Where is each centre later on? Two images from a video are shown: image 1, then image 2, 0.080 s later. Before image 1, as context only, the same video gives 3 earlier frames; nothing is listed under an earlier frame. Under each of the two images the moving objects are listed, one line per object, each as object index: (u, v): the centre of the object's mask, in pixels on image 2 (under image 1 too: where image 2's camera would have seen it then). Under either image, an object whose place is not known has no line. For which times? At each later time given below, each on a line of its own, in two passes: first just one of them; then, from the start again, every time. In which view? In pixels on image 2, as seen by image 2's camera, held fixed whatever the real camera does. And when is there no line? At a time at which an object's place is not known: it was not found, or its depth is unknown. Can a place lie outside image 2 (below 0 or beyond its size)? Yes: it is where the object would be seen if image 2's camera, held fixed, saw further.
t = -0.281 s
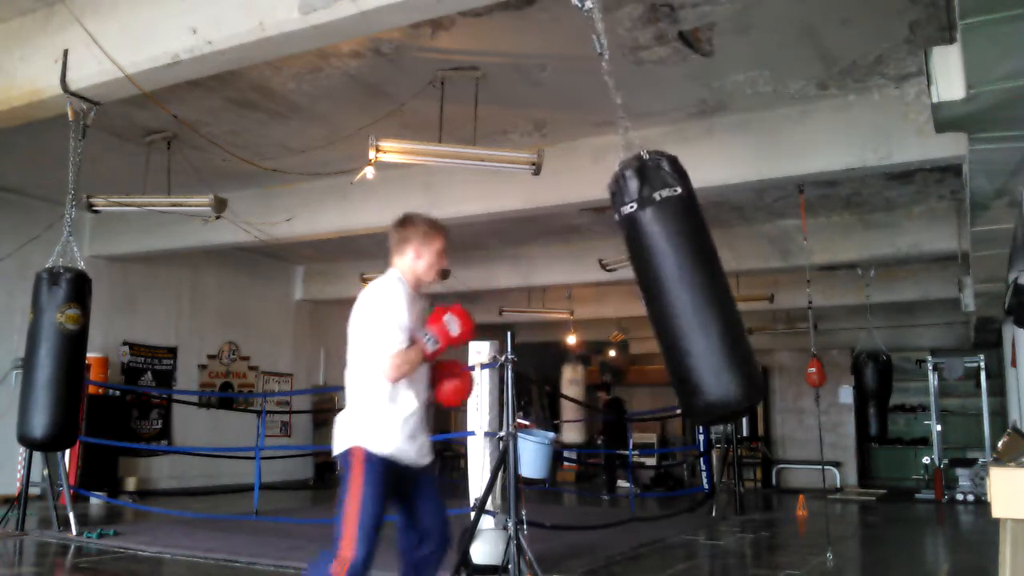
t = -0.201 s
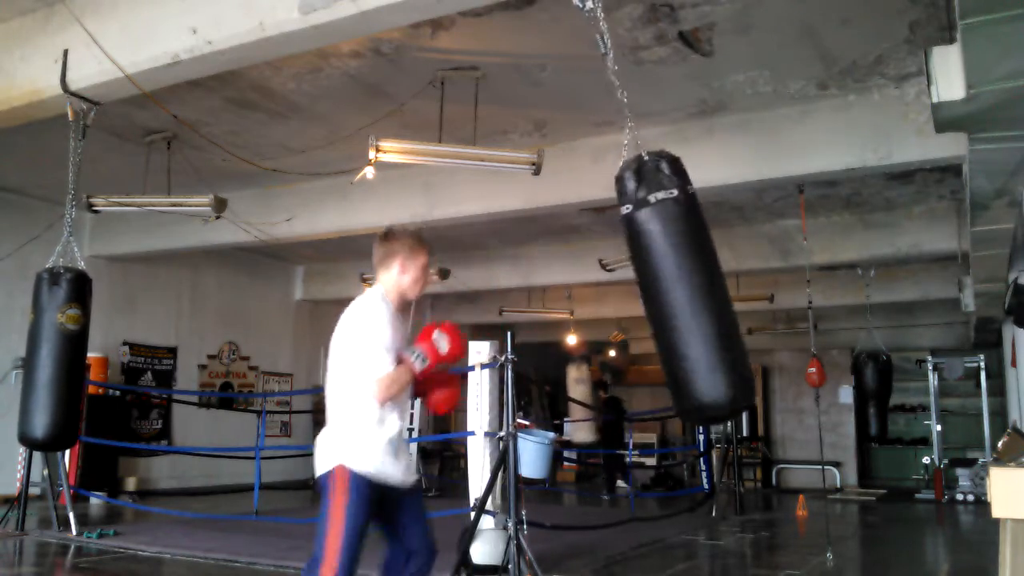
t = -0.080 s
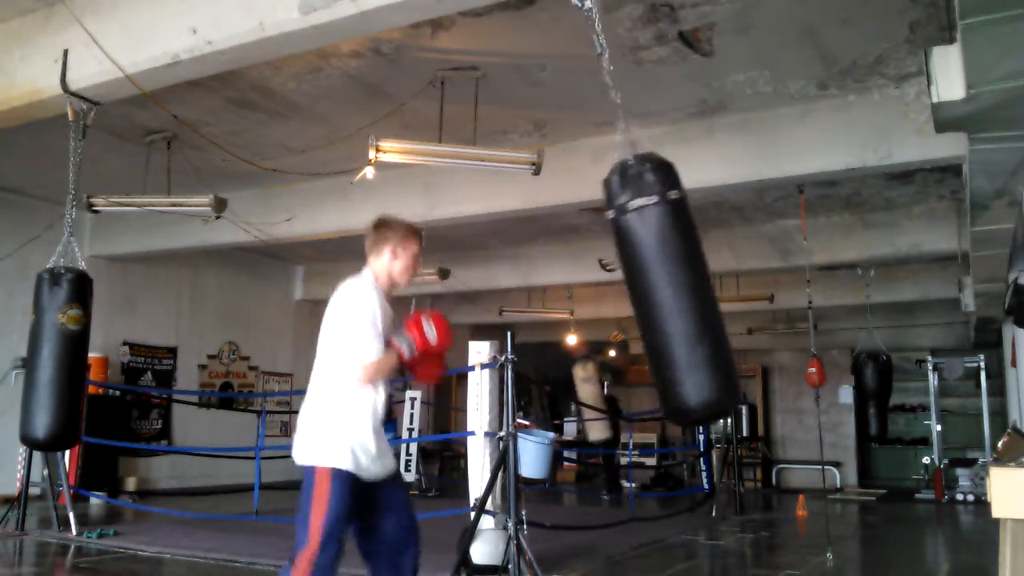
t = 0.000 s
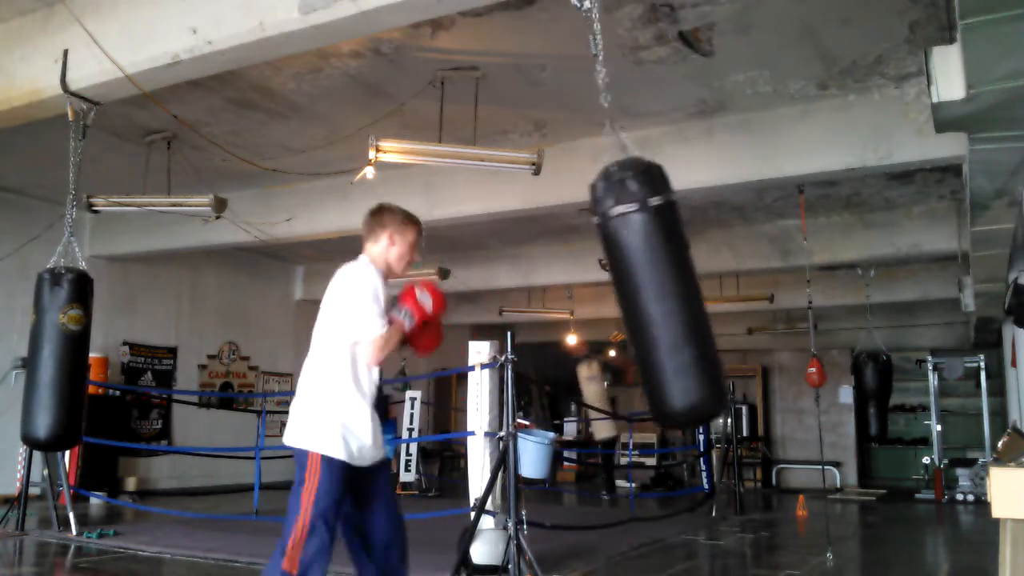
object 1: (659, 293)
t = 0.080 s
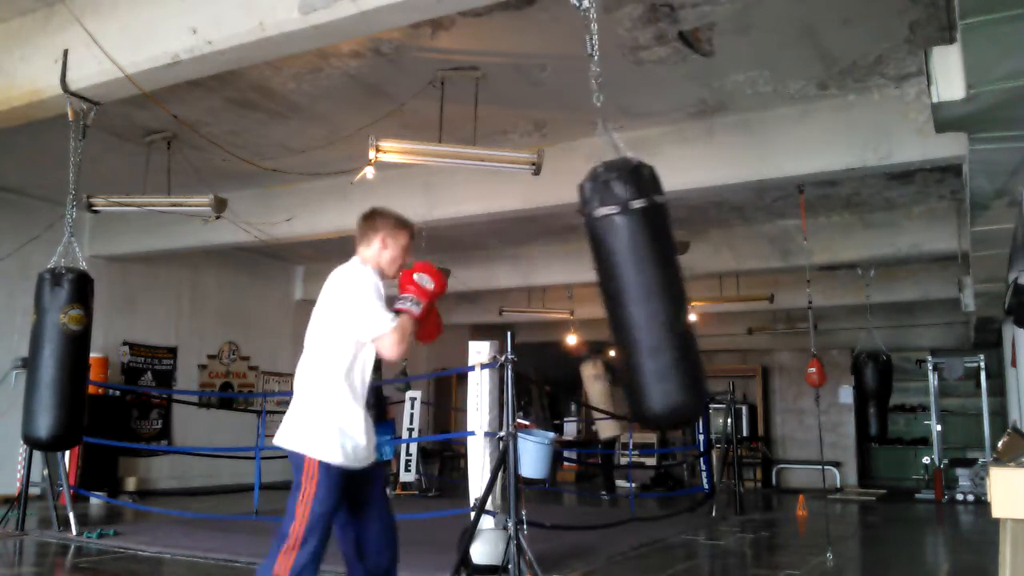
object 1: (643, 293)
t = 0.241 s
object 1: (609, 298)
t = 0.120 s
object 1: (635, 294)
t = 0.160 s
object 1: (627, 296)
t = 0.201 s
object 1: (619, 297)
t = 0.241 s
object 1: (609, 298)
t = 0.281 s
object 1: (600, 300)
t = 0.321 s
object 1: (589, 303)
